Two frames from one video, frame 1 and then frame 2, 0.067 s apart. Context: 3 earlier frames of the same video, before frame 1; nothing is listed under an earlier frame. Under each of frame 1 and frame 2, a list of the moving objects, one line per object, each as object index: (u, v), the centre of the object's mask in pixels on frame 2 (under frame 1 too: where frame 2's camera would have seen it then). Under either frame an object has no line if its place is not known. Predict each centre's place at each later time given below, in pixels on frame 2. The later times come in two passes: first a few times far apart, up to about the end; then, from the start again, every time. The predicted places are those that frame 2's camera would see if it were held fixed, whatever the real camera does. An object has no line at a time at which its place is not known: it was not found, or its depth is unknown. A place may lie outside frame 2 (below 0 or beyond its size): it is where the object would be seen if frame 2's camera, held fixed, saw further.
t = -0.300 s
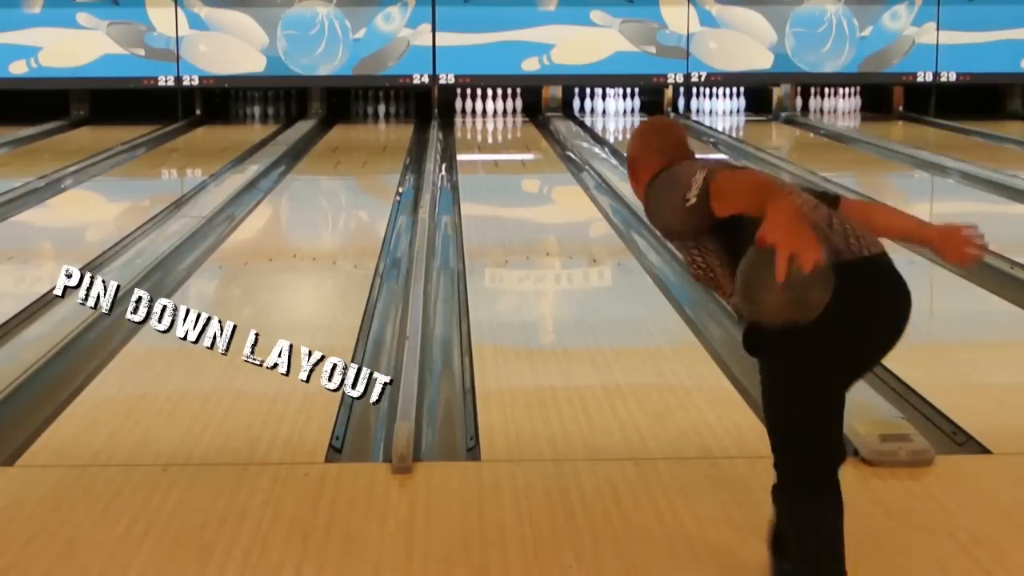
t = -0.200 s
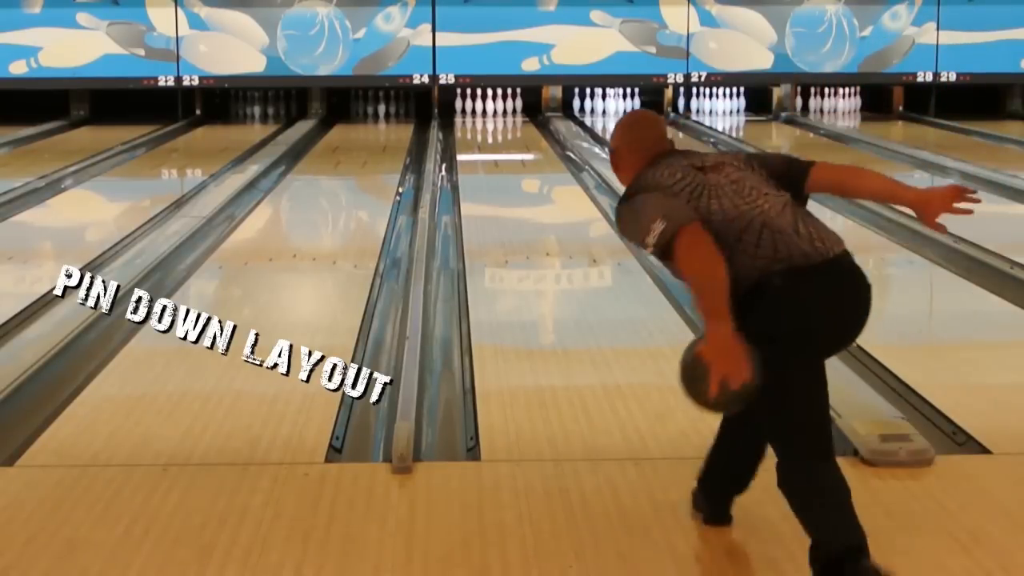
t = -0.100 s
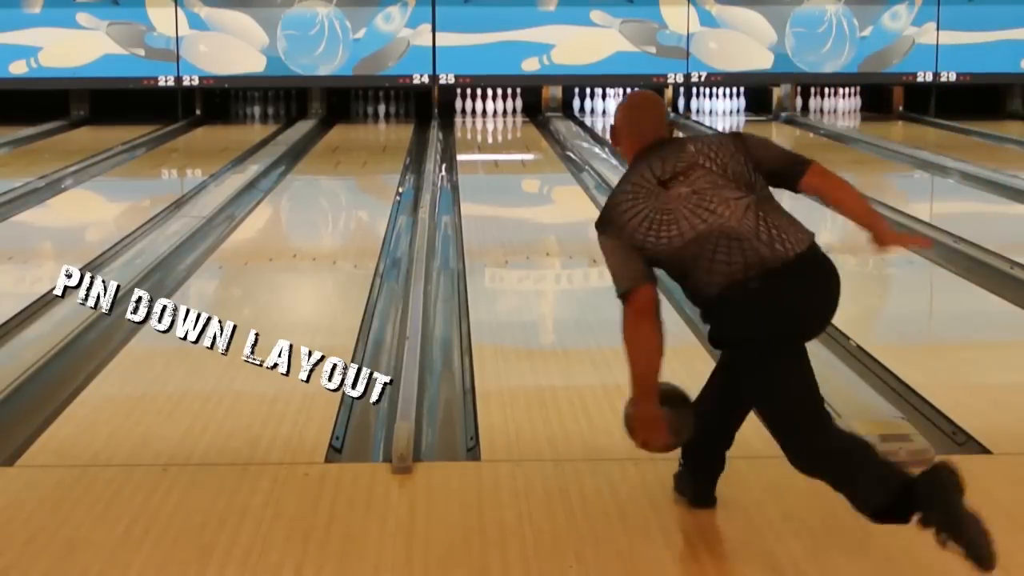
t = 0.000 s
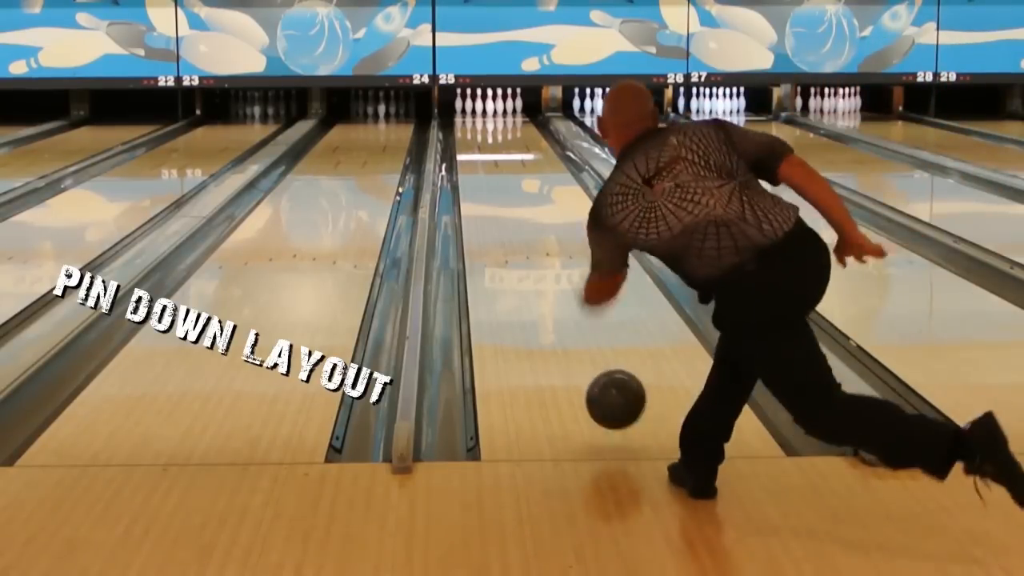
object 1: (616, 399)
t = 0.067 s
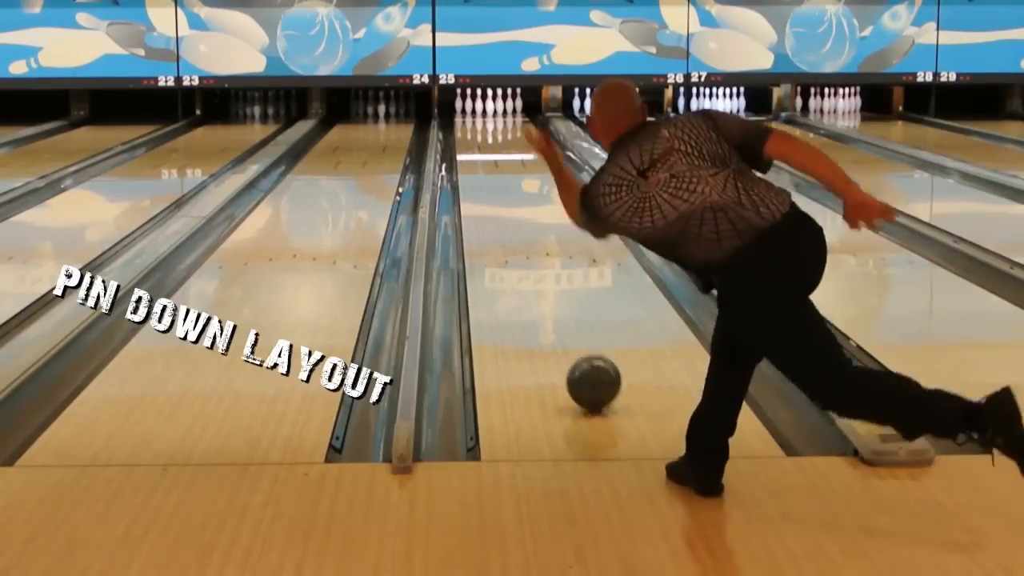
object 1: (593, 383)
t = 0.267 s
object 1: (547, 306)
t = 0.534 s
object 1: (509, 243)
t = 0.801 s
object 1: (486, 202)
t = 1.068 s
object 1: (472, 174)
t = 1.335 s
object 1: (465, 153)
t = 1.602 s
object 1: (463, 137)
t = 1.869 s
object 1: (466, 125)
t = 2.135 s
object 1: (476, 116)
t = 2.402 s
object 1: (487, 109)
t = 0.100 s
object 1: (584, 365)
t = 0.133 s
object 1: (575, 353)
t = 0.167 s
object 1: (567, 340)
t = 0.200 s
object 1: (560, 328)
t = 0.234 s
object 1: (553, 317)
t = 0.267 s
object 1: (547, 306)
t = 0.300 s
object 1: (541, 296)
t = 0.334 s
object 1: (535, 287)
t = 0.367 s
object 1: (530, 278)
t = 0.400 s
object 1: (525, 270)
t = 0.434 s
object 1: (521, 262)
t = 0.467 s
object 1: (517, 255)
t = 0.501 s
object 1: (513, 249)
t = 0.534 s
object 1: (509, 243)
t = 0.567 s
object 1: (506, 237)
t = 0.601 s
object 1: (502, 231)
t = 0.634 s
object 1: (499, 225)
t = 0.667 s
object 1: (496, 220)
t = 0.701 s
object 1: (494, 215)
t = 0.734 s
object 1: (491, 211)
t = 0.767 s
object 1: (489, 206)
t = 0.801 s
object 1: (486, 202)
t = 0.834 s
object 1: (484, 197)
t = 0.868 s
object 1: (482, 194)
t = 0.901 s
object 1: (480, 190)
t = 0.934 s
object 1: (478, 186)
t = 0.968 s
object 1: (477, 183)
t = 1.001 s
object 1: (475, 179)
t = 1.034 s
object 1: (474, 177)
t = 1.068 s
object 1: (472, 174)
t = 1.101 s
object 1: (471, 171)
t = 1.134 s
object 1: (470, 167)
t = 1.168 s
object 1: (469, 164)
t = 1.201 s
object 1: (468, 163)
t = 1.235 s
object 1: (467, 160)
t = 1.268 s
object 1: (467, 158)
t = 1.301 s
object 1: (466, 155)
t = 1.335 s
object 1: (465, 153)
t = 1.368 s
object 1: (465, 151)
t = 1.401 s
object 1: (464, 148)
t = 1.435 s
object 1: (464, 146)
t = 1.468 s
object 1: (464, 145)
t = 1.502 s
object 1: (464, 143)
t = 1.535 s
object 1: (463, 142)
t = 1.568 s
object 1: (463, 139)
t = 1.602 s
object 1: (463, 137)
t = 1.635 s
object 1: (463, 136)
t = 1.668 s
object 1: (463, 134)
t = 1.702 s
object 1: (463, 133)
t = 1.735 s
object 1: (463, 131)
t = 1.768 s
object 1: (463, 129)
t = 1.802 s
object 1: (464, 128)
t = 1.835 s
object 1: (465, 126)
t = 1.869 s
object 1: (466, 125)
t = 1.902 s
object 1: (467, 123)
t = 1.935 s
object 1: (468, 123)
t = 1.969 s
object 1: (469, 122)
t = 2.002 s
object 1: (470, 120)
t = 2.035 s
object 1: (471, 119)
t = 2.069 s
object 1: (473, 118)
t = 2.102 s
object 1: (474, 116)
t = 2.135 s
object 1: (476, 116)
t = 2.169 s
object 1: (478, 114)
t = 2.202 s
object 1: (479, 113)
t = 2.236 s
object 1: (480, 113)
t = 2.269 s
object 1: (482, 112)
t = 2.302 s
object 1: (483, 111)
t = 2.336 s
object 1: (486, 110)
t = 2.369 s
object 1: (486, 110)
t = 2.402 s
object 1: (487, 109)
